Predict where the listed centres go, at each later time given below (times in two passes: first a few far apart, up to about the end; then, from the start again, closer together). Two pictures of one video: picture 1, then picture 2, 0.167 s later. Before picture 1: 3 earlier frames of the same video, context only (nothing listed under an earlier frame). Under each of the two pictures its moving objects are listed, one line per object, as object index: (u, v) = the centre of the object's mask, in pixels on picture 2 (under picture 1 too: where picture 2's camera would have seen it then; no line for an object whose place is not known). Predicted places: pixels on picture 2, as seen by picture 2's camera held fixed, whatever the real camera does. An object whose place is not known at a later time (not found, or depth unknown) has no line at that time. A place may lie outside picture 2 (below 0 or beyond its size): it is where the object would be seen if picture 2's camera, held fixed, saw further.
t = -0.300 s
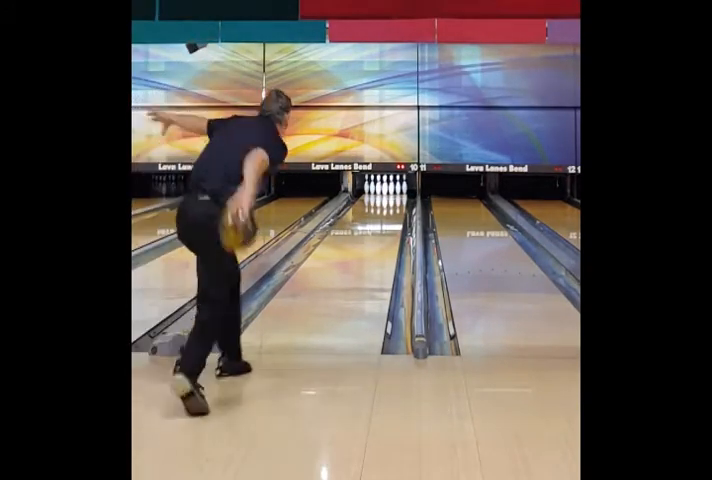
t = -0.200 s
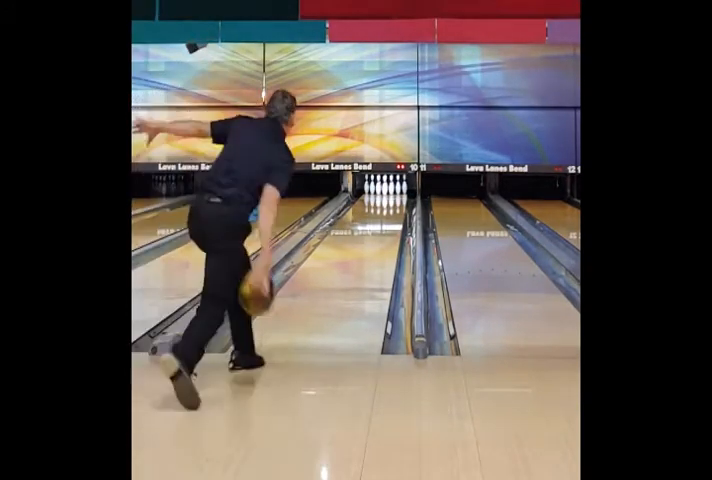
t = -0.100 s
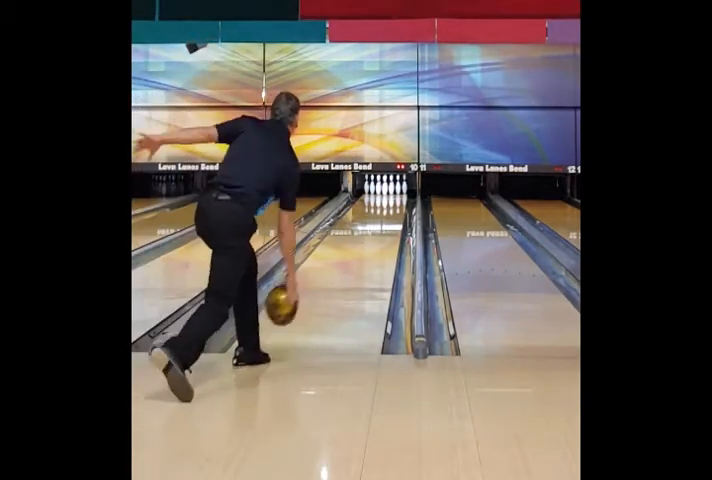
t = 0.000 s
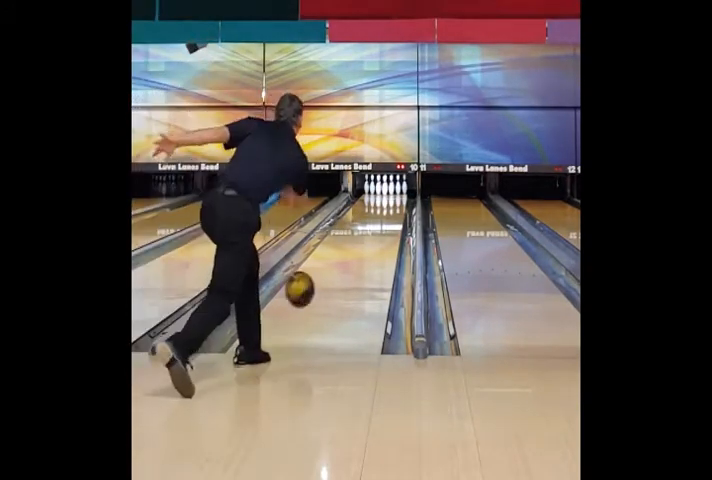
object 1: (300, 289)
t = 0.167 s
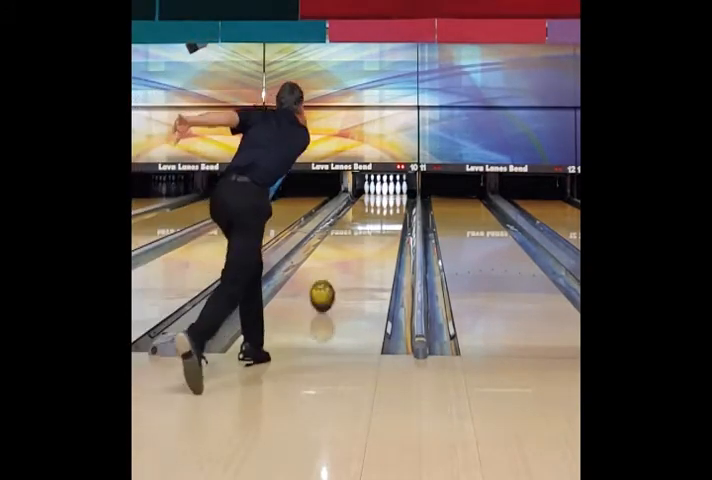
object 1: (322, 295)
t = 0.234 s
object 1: (329, 282)
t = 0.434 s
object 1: (348, 266)
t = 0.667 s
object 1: (364, 249)
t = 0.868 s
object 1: (374, 236)
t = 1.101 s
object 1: (382, 224)
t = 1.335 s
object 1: (389, 216)
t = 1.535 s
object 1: (394, 210)
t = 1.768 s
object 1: (397, 204)
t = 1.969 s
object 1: (398, 200)
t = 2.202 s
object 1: (396, 194)
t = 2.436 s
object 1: (391, 191)
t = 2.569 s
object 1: (389, 190)
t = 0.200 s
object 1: (326, 288)
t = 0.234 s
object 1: (329, 282)
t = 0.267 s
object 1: (333, 277)
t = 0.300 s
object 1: (336, 274)
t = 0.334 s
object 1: (339, 273)
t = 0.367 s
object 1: (342, 273)
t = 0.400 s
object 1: (345, 269)
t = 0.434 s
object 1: (348, 266)
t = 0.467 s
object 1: (350, 264)
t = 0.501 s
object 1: (353, 261)
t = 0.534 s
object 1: (355, 258)
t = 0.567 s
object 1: (357, 255)
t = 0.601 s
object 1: (360, 253)
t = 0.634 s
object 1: (362, 251)
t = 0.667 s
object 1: (364, 249)
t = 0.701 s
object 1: (366, 246)
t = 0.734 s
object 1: (367, 244)
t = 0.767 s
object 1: (369, 242)
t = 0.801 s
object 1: (371, 240)
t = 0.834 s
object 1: (372, 239)
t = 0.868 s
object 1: (374, 236)
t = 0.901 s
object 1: (375, 235)
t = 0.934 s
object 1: (376, 233)
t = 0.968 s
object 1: (378, 232)
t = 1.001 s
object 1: (379, 230)
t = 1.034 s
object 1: (381, 229)
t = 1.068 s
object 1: (382, 228)
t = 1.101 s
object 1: (382, 224)
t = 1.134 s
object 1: (384, 223)
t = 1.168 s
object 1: (385, 222)
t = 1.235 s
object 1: (387, 220)
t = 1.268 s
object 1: (388, 218)
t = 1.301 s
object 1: (389, 217)
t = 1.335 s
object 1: (389, 216)
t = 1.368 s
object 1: (390, 215)
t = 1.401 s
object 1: (391, 214)
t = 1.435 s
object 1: (392, 213)
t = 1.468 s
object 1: (393, 212)
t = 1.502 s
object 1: (393, 211)
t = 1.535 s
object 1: (394, 210)
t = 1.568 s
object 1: (394, 209)
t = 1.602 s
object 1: (395, 208)
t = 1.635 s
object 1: (396, 207)
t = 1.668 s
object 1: (396, 206)
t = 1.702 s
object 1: (396, 205)
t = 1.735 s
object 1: (397, 204)
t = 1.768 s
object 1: (397, 204)
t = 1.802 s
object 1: (398, 203)
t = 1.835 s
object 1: (397, 202)
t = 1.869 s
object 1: (397, 202)
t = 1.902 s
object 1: (397, 201)
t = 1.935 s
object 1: (398, 201)
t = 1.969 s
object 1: (398, 200)
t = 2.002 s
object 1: (398, 199)
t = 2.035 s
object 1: (398, 198)
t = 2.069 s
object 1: (397, 197)
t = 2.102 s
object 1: (397, 197)
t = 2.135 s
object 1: (397, 196)
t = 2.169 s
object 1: (396, 195)
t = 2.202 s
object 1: (396, 194)
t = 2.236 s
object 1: (396, 194)
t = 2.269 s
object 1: (395, 194)
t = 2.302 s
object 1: (394, 193)
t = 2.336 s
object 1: (393, 193)
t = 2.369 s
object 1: (392, 193)
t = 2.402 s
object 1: (392, 192)
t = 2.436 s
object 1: (391, 191)
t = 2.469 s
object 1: (390, 190)
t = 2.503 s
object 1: (390, 191)
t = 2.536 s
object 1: (389, 191)
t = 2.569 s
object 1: (389, 190)
